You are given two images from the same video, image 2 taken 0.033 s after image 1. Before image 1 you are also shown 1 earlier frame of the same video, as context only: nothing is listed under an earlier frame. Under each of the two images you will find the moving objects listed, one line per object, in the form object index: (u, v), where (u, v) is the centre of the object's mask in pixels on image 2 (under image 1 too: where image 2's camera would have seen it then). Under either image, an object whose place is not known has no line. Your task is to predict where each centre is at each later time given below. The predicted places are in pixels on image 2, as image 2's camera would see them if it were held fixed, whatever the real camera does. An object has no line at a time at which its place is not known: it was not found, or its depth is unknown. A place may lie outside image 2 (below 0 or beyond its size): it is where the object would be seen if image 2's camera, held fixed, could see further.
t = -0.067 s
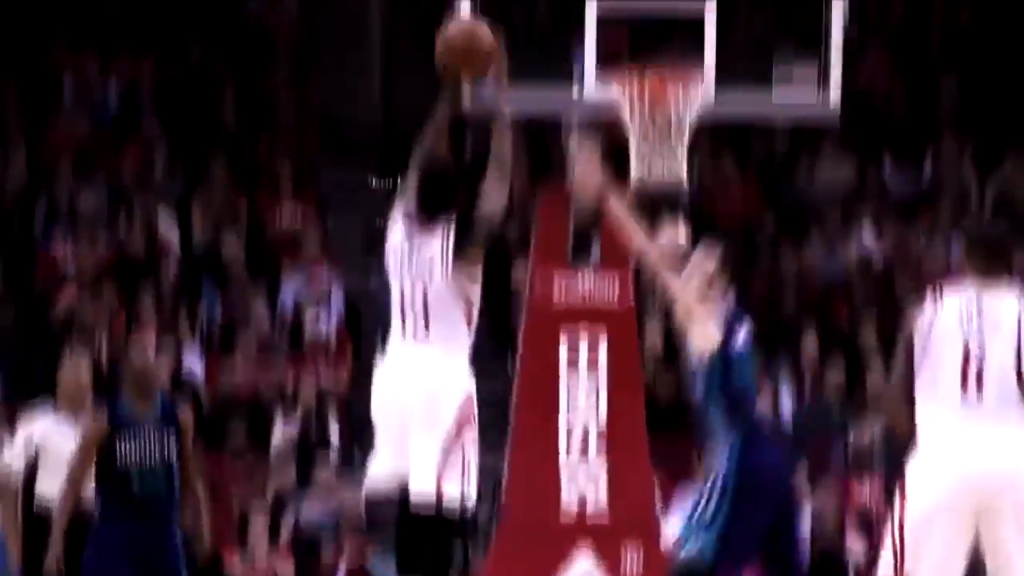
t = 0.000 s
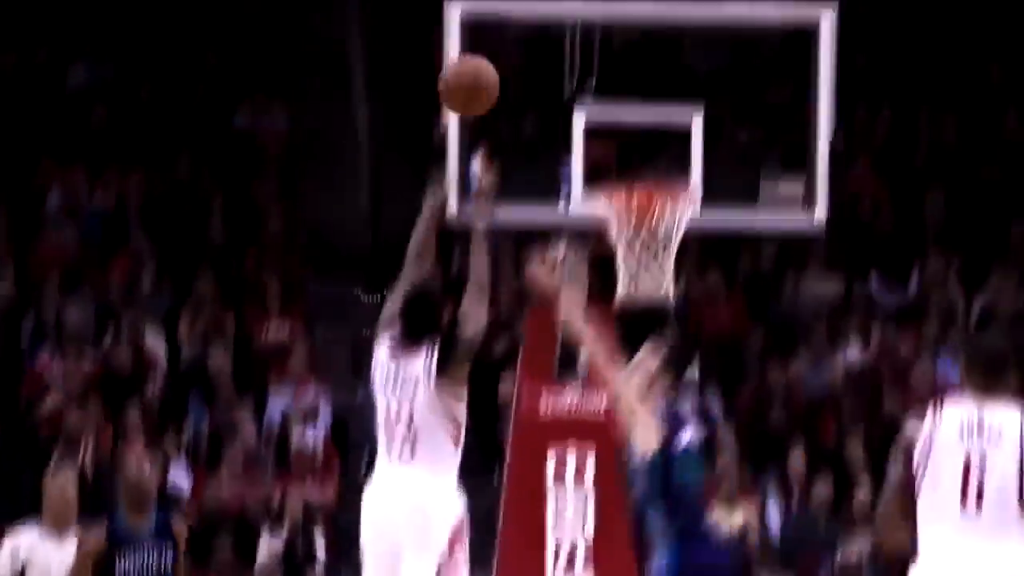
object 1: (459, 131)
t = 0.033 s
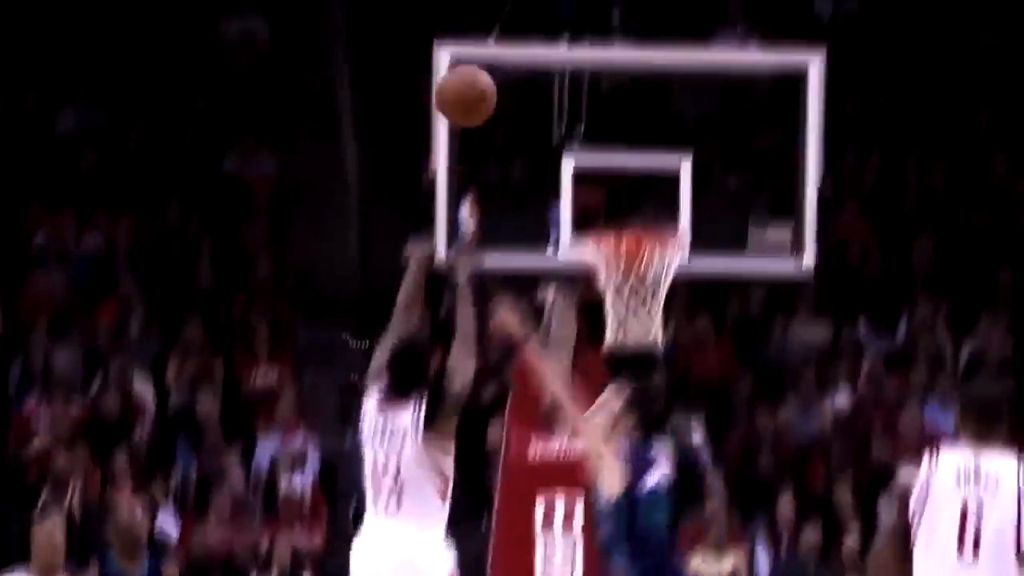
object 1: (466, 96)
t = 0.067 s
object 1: (473, 64)
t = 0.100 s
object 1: (481, 35)
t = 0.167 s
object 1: (497, -15)
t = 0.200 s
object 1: (505, -34)
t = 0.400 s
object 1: (546, -98)
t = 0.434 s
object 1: (552, -100)
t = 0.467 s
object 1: (558, -100)
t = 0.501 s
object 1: (565, -98)
